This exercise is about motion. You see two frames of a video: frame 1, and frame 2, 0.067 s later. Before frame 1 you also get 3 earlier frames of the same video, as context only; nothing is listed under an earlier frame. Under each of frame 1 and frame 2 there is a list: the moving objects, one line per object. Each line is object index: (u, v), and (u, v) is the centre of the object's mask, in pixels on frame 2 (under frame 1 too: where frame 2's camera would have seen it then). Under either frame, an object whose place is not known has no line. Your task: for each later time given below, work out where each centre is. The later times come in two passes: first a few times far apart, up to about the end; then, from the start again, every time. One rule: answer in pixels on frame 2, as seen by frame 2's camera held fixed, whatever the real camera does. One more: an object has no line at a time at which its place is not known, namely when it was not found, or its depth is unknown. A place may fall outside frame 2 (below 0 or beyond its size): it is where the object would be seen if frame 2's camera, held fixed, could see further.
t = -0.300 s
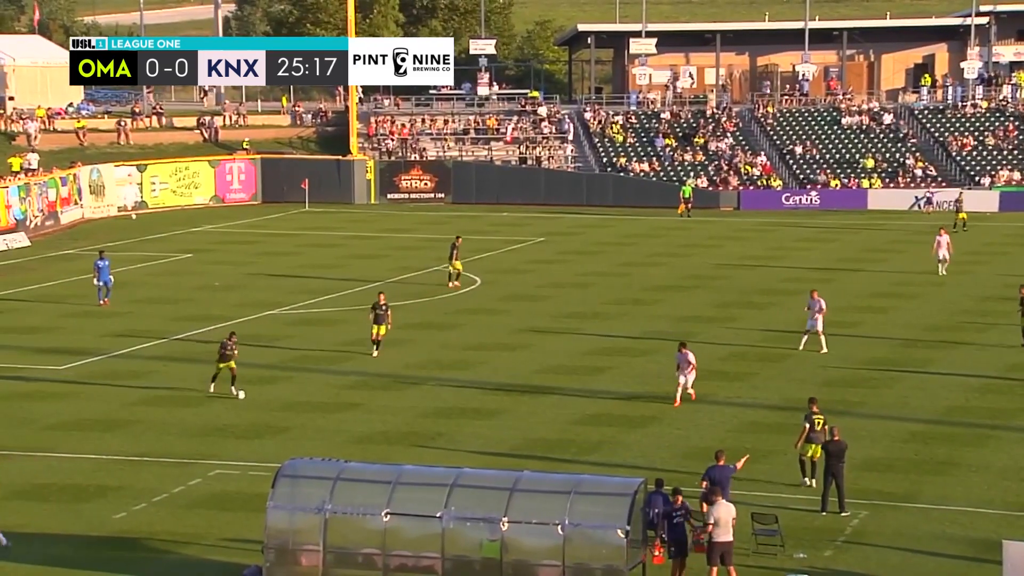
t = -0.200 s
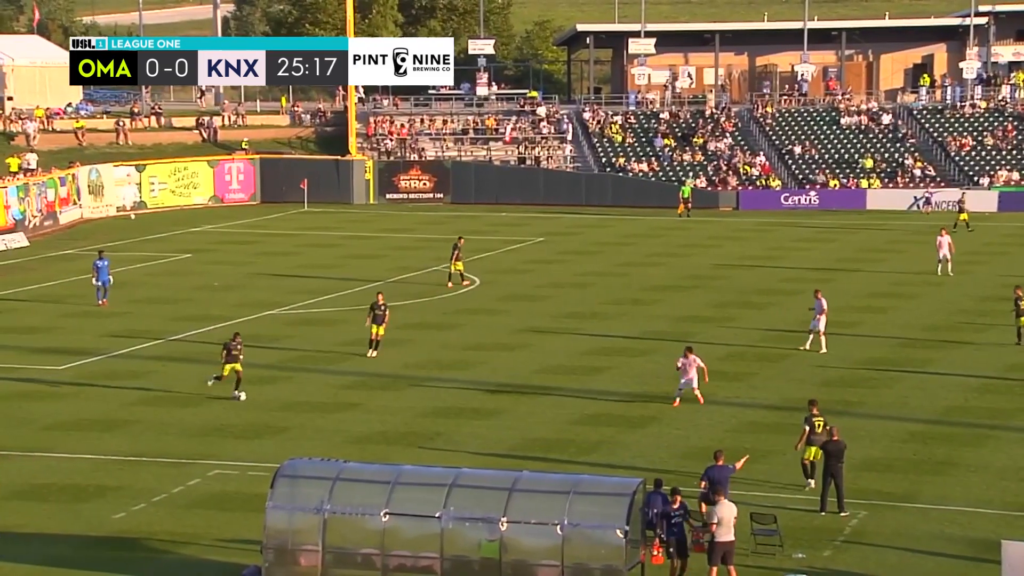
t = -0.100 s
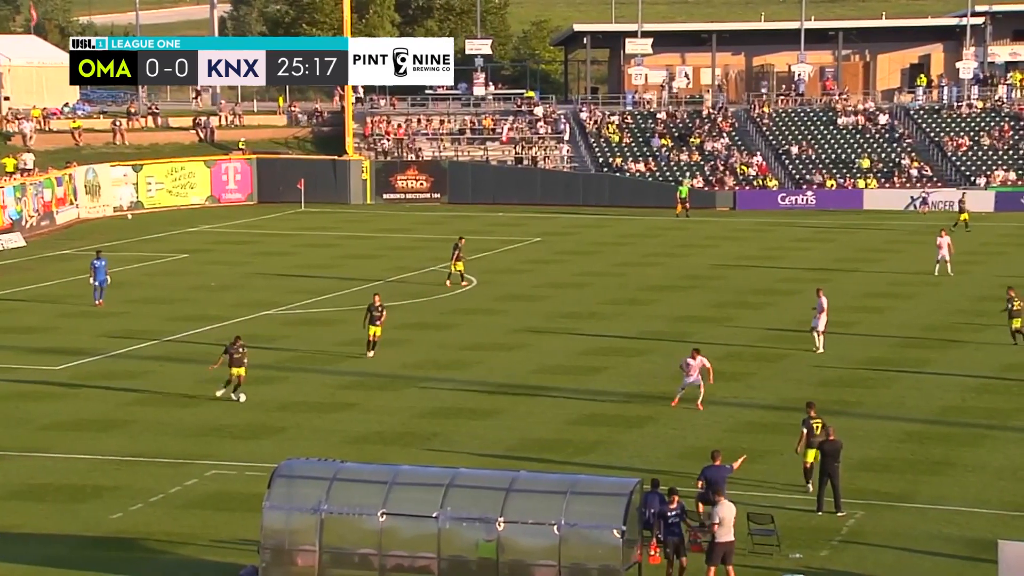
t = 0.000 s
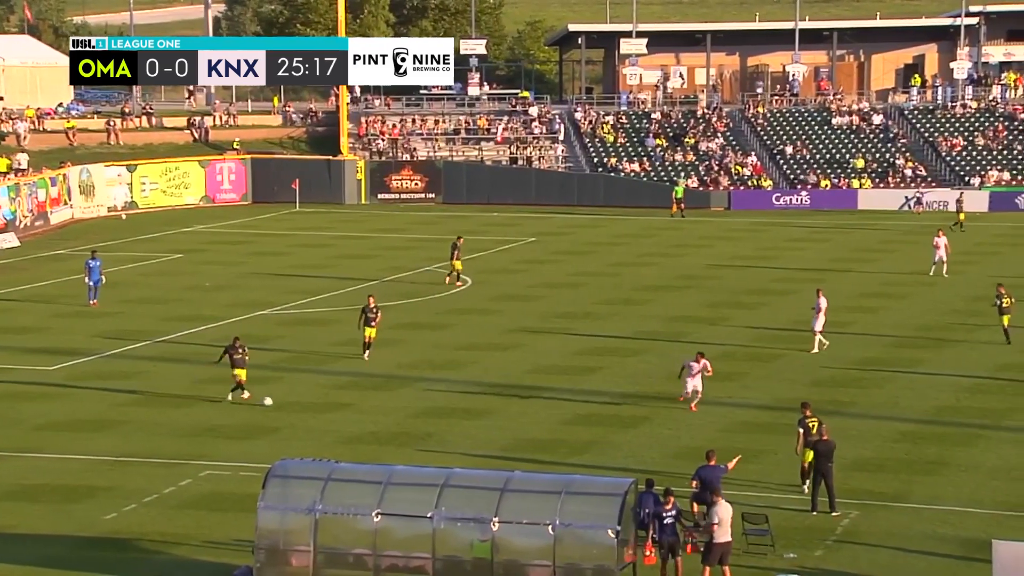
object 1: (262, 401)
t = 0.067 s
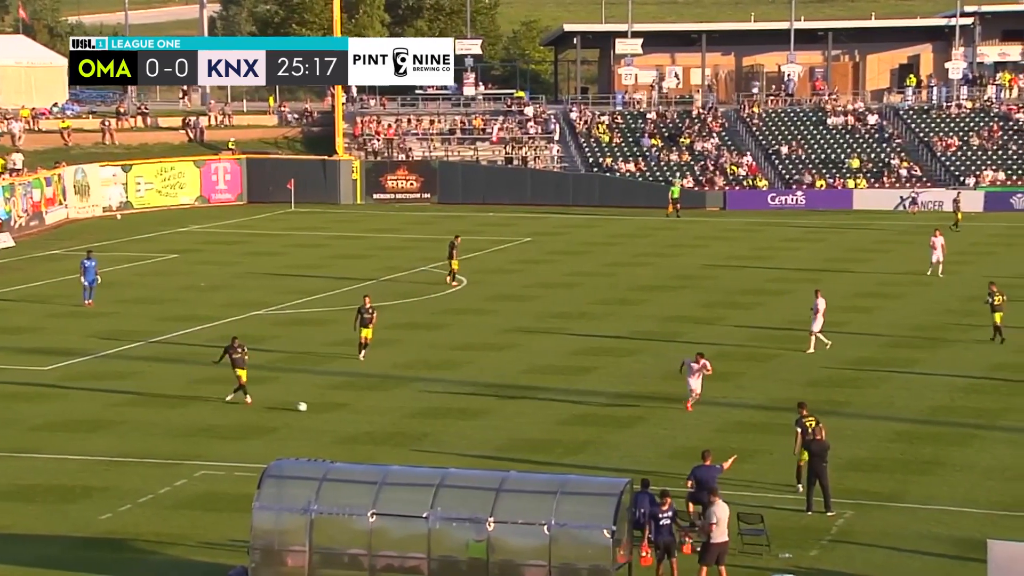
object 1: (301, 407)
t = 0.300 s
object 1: (432, 422)
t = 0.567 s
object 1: (571, 441)
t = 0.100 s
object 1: (320, 408)
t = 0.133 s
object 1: (339, 410)
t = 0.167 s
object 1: (358, 412)
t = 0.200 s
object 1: (377, 414)
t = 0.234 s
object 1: (395, 417)
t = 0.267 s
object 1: (414, 420)
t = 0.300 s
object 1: (432, 422)
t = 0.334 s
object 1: (449, 424)
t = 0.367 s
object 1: (467, 426)
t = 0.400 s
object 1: (485, 429)
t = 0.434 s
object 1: (503, 432)
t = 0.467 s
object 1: (520, 434)
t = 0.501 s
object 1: (537, 436)
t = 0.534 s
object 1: (554, 438)
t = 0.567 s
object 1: (571, 441)
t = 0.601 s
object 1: (588, 444)
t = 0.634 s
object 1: (604, 445)
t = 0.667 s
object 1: (621, 447)
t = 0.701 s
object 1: (637, 449)
